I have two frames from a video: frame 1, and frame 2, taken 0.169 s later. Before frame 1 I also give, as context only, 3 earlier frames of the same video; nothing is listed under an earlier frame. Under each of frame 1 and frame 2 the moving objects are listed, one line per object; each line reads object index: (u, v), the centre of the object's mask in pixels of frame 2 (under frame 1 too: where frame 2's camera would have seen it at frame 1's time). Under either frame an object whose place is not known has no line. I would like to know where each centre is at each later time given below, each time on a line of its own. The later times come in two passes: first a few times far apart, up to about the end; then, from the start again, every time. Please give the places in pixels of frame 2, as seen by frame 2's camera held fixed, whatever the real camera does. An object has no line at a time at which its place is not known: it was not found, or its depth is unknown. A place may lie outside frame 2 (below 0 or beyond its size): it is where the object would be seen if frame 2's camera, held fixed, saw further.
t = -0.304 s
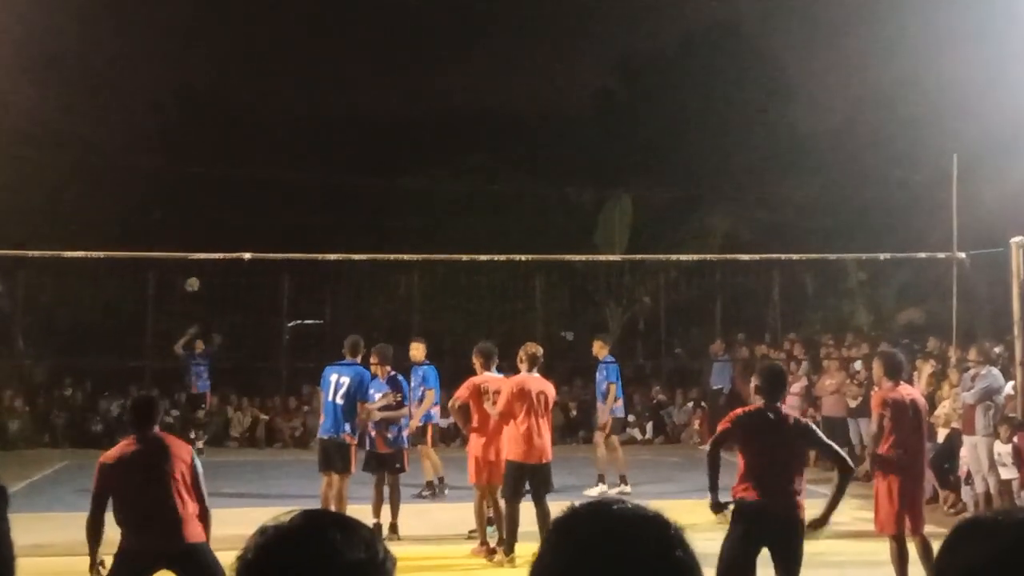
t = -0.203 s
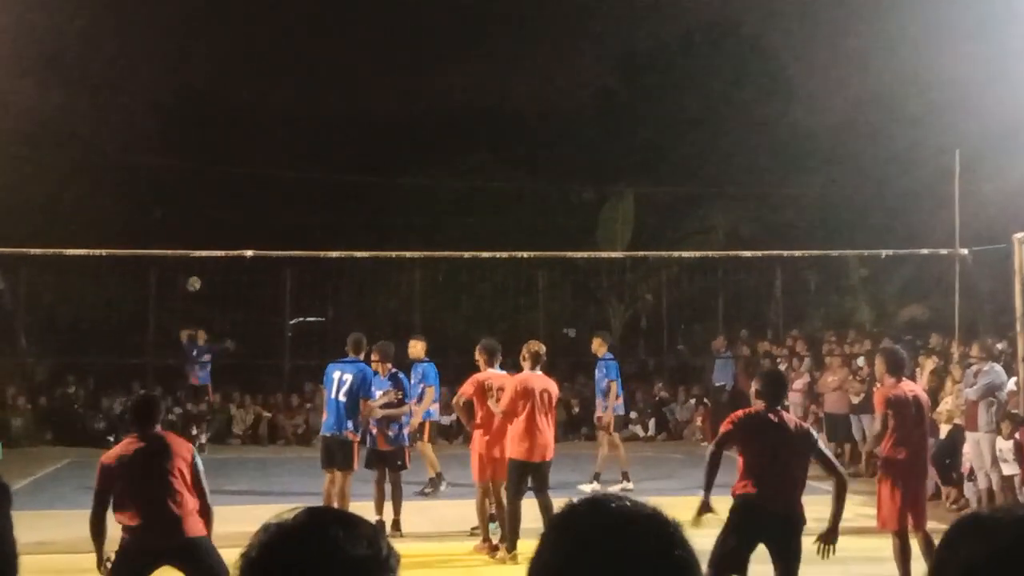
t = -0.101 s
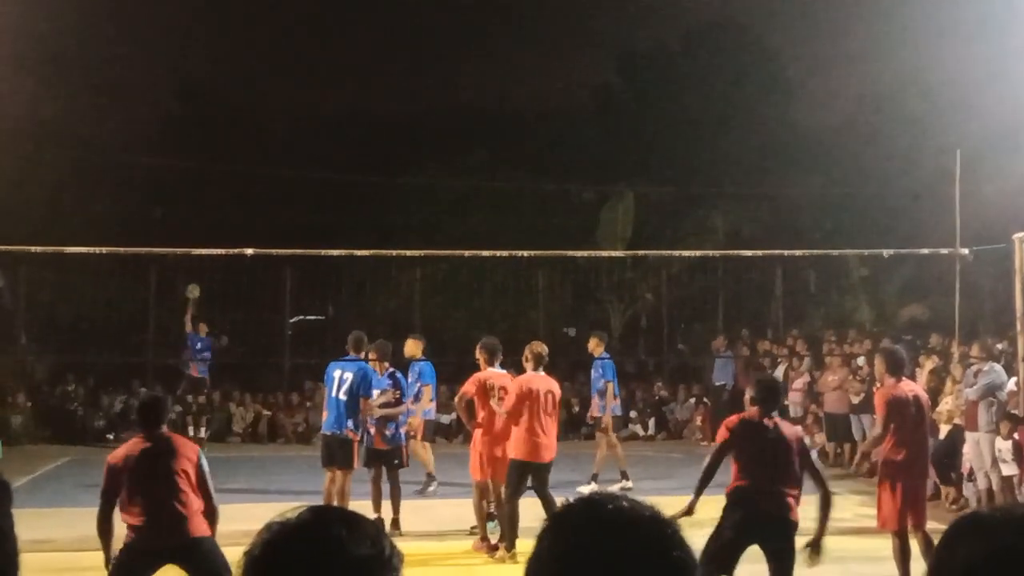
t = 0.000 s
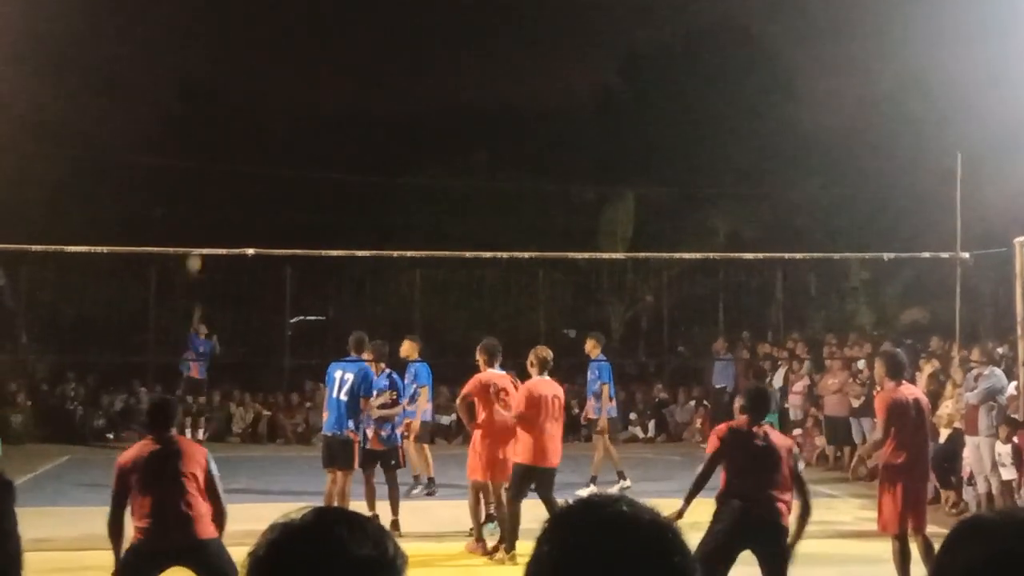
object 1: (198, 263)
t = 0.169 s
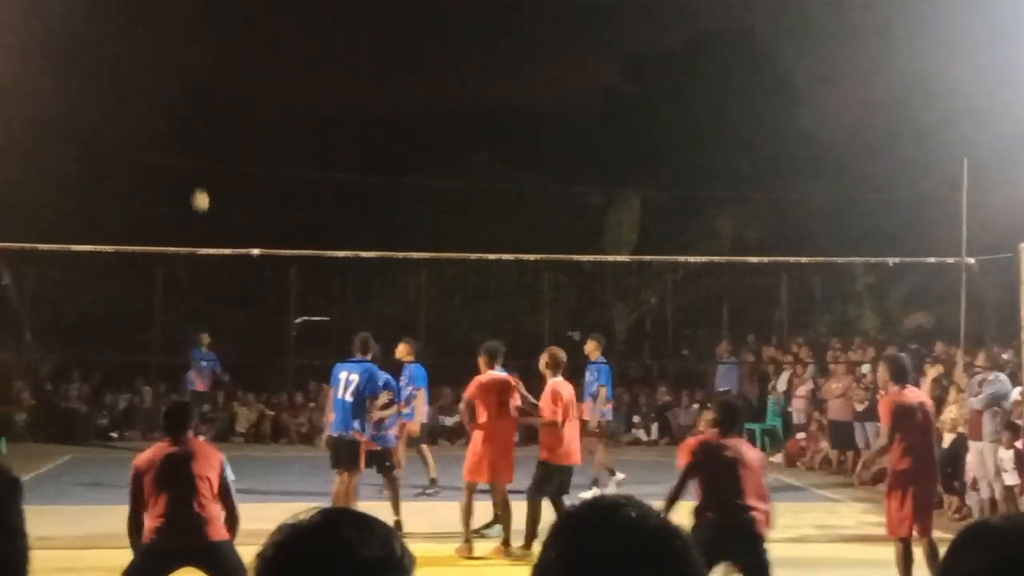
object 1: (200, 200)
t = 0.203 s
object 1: (200, 188)
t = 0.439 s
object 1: (200, 121)
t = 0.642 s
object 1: (196, 98)
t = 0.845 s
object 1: (181, 115)
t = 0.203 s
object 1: (200, 188)
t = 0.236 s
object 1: (200, 177)
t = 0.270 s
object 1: (200, 166)
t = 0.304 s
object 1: (200, 155)
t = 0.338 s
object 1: (200, 146)
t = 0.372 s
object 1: (201, 137)
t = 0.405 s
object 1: (200, 129)
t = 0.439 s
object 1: (200, 121)
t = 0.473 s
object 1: (199, 115)
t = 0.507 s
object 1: (198, 110)
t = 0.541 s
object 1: (198, 106)
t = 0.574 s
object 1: (197, 102)
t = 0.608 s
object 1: (197, 99)
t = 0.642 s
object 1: (196, 98)
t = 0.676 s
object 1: (194, 98)
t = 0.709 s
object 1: (193, 99)
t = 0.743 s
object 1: (191, 101)
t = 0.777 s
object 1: (188, 104)
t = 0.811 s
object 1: (185, 108)
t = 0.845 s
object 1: (181, 115)
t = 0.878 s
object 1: (176, 124)
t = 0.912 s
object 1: (172, 134)
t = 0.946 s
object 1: (165, 147)
